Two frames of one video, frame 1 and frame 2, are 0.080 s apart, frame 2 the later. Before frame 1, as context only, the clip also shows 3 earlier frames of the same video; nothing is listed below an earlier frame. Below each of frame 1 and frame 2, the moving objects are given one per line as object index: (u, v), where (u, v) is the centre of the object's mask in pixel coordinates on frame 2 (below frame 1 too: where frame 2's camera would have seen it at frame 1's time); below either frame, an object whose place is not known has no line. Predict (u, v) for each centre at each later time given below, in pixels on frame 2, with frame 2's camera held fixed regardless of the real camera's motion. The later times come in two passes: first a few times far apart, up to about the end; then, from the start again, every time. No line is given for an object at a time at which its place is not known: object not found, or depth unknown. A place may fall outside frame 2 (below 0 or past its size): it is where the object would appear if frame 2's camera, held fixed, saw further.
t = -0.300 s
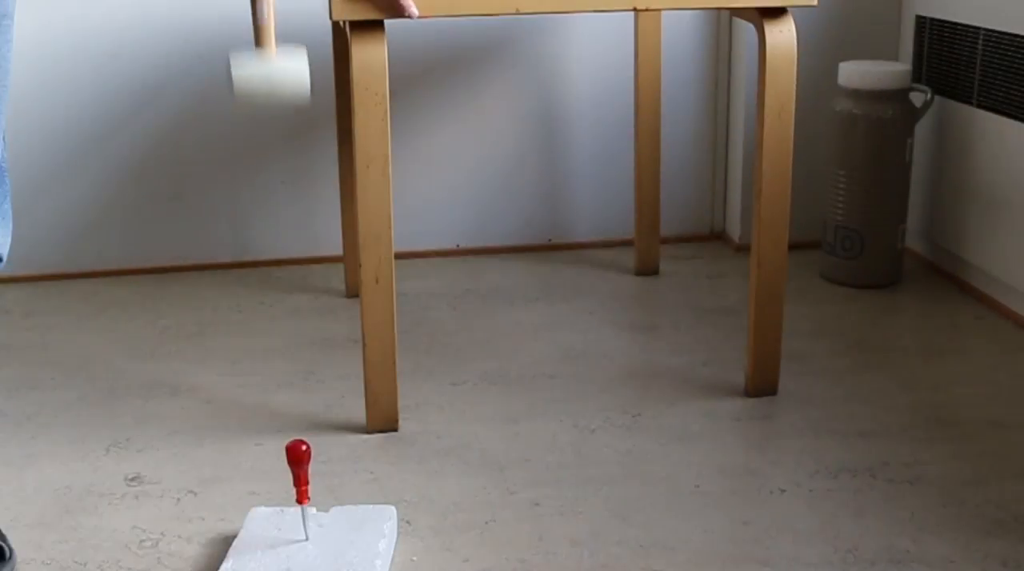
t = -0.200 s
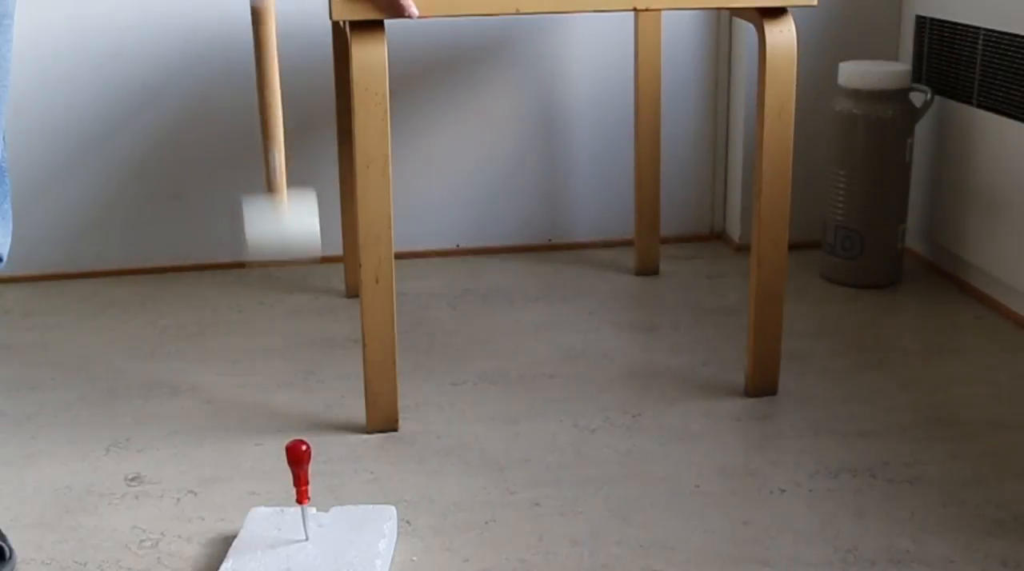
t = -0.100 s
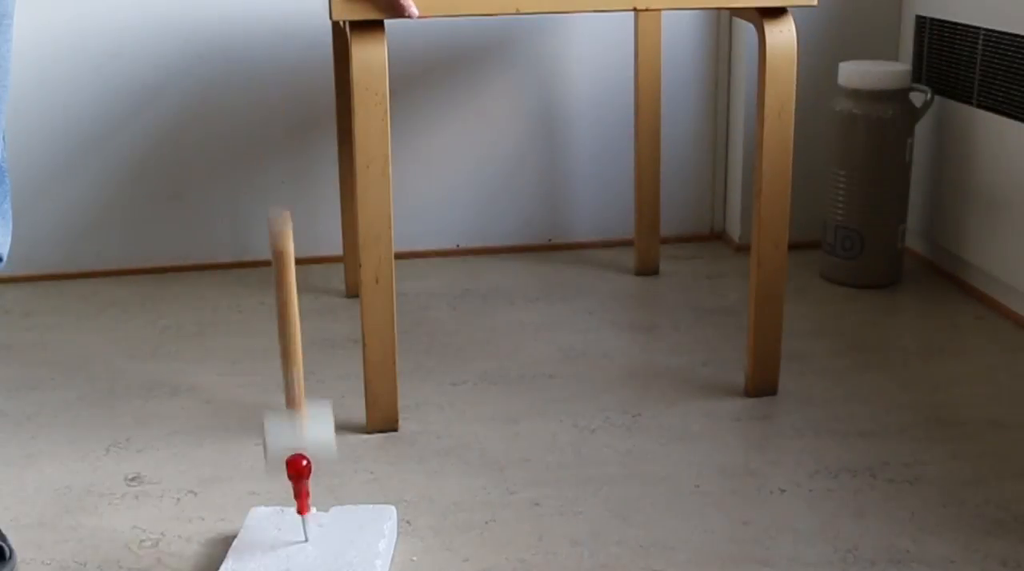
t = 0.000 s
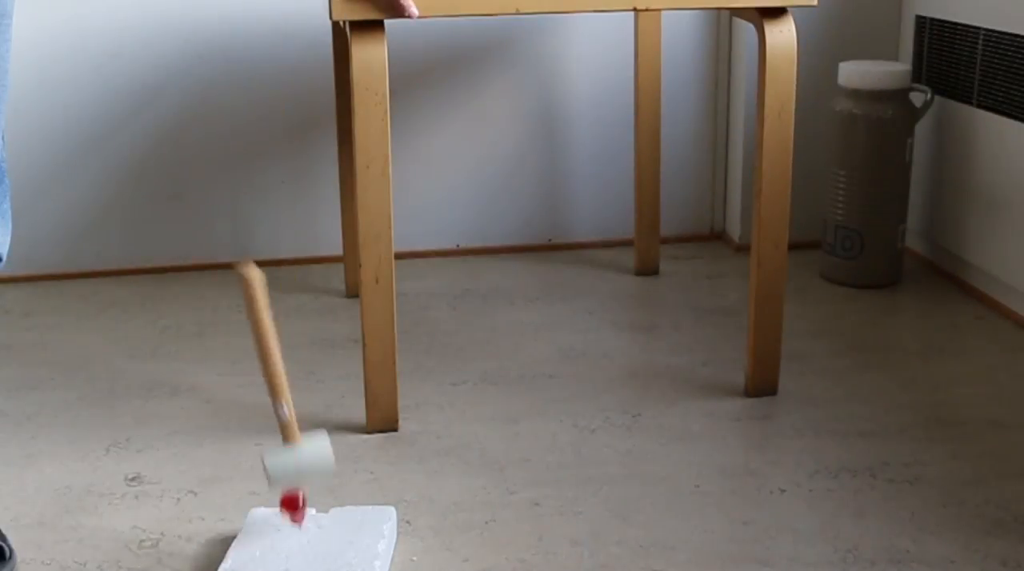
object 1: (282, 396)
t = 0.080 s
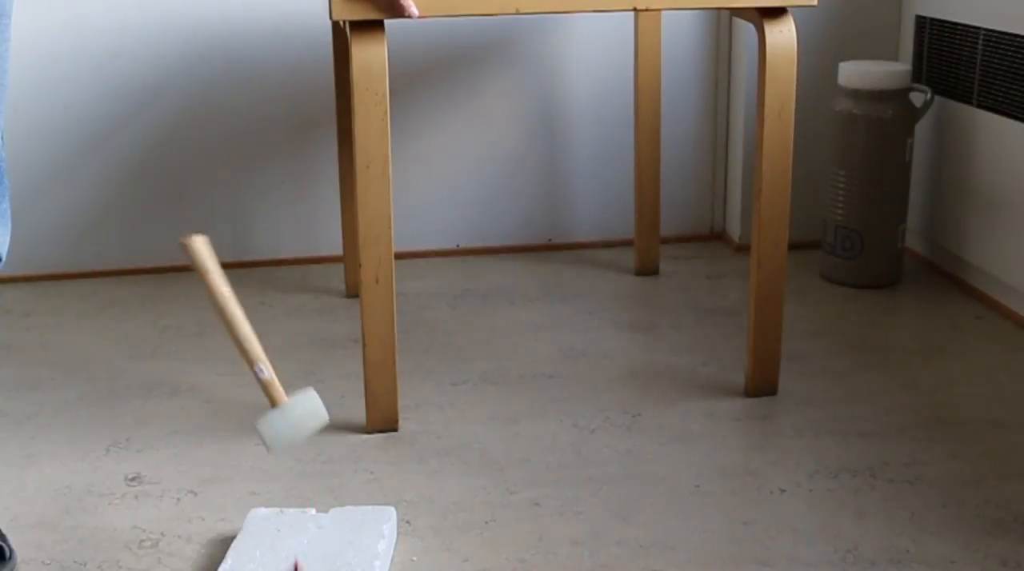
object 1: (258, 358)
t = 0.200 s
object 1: (231, 389)
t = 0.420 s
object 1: (203, 473)
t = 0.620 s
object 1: (216, 461)
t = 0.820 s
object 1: (228, 476)
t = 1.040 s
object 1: (245, 475)
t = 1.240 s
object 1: (237, 478)
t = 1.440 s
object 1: (241, 476)
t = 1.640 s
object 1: (240, 477)
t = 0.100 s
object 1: (252, 356)
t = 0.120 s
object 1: (248, 357)
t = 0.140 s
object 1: (243, 360)
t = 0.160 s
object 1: (239, 367)
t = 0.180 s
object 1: (235, 377)
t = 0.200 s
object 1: (231, 389)
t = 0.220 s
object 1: (226, 403)
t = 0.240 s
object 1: (224, 421)
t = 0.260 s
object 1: (220, 441)
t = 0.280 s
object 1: (225, 452)
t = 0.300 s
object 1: (219, 449)
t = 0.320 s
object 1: (212, 446)
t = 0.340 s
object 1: (204, 448)
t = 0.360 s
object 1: (201, 454)
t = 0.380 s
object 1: (194, 462)
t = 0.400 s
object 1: (204, 470)
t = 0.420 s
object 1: (203, 473)
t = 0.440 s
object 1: (202, 474)
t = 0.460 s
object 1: (202, 477)
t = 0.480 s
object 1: (200, 478)
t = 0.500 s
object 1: (201, 471)
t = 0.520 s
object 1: (205, 467)
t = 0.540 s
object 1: (206, 462)
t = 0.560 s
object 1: (208, 459)
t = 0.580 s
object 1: (210, 458)
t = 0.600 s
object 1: (213, 459)
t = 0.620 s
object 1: (216, 461)
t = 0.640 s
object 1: (218, 465)
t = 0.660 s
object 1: (222, 472)
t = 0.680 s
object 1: (222, 474)
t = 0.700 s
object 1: (223, 470)
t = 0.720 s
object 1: (225, 468)
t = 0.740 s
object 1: (225, 467)
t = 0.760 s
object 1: (226, 469)
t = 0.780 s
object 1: (227, 472)
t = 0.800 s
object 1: (227, 476)
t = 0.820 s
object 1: (228, 476)
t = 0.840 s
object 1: (230, 474)
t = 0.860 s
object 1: (232, 474)
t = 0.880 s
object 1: (233, 475)
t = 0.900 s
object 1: (234, 476)
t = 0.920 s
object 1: (237, 475)
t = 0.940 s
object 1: (239, 475)
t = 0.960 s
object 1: (240, 475)
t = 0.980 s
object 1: (242, 475)
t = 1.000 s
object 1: (243, 474)
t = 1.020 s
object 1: (243, 474)
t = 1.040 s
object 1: (245, 475)
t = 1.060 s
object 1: (244, 474)
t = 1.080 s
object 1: (244, 475)
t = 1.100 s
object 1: (244, 475)
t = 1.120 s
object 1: (243, 475)
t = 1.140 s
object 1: (242, 476)
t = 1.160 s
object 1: (242, 477)
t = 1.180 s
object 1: (240, 477)
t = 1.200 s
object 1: (239, 478)
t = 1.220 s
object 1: (238, 478)
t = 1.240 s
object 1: (237, 478)
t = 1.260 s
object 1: (237, 478)
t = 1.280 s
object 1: (236, 478)
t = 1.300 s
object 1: (236, 478)
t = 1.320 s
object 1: (236, 478)
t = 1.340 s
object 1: (237, 478)
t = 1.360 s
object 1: (238, 478)
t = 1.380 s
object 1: (238, 477)
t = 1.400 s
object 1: (239, 477)
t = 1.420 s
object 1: (241, 477)
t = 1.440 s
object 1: (241, 476)
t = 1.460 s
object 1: (243, 476)
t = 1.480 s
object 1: (243, 475)
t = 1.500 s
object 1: (243, 475)
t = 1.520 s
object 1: (243, 475)
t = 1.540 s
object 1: (244, 475)
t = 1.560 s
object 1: (243, 475)
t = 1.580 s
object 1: (243, 475)
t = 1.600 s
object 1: (242, 476)
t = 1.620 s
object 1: (241, 476)
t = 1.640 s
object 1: (240, 477)
